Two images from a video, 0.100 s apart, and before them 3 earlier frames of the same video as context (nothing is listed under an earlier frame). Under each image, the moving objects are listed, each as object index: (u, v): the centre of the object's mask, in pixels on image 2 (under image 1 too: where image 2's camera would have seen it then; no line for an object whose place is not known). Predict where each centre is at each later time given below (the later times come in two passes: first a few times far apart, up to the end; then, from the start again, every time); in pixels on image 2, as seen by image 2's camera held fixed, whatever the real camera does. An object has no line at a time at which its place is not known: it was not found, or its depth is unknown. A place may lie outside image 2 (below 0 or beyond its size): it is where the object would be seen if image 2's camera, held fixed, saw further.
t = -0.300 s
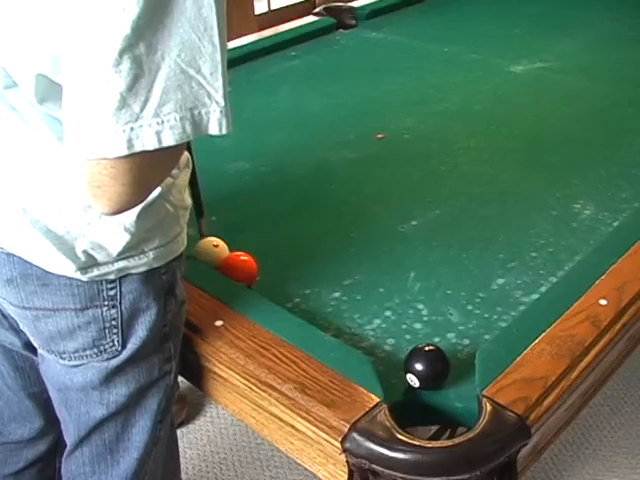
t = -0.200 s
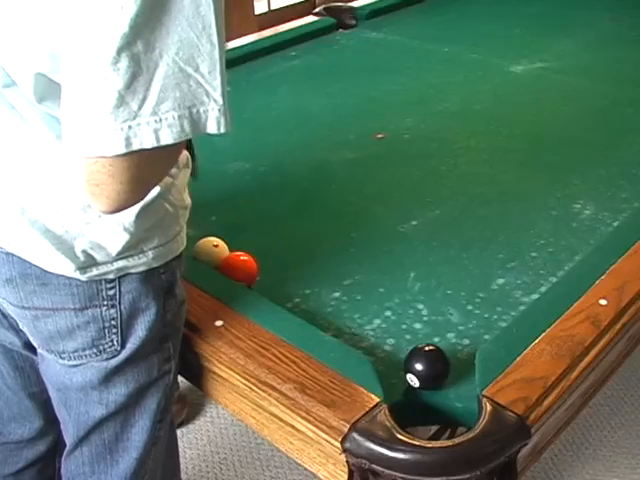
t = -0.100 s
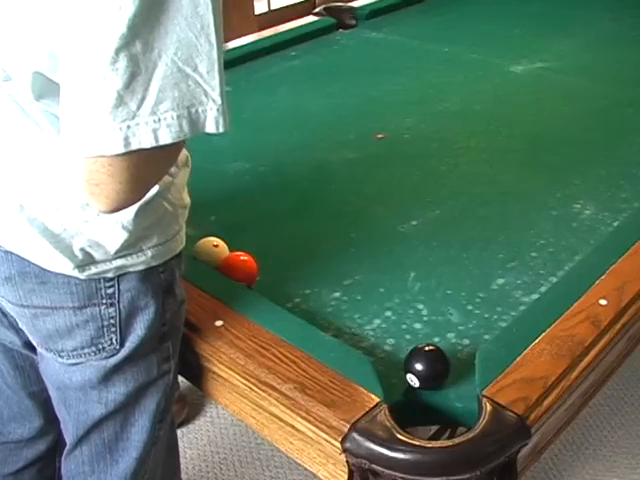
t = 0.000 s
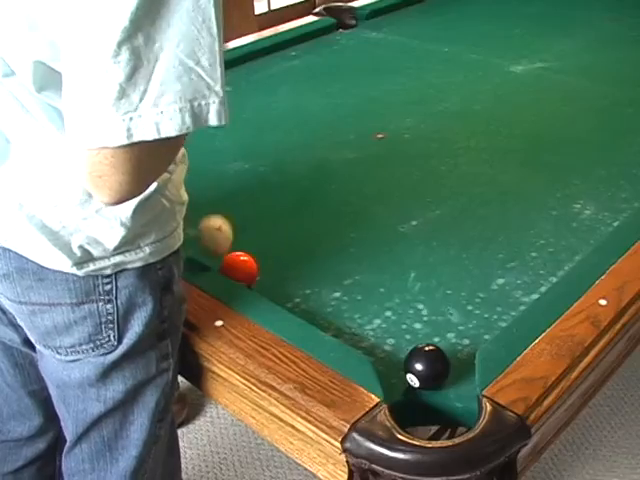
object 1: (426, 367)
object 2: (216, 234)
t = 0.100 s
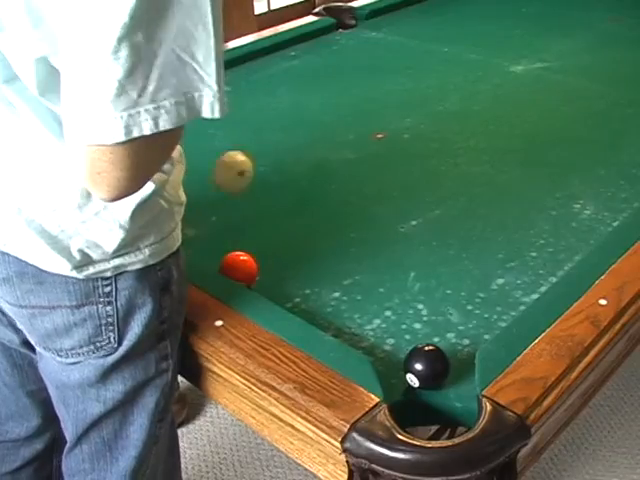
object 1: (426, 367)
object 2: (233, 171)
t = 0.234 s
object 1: (426, 367)
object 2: (272, 182)
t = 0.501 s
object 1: (426, 367)
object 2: (345, 296)
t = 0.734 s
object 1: (440, 373)
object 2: (386, 348)
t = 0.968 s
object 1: (438, 409)
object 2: (396, 362)
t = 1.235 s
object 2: (404, 373)
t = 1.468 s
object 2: (407, 380)
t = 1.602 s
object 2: (410, 397)
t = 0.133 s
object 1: (426, 367)
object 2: (243, 162)
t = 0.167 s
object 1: (426, 367)
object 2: (252, 161)
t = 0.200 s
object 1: (426, 367)
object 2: (261, 168)
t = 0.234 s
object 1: (426, 367)
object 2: (272, 182)
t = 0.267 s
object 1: (426, 367)
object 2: (284, 204)
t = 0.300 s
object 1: (426, 367)
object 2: (297, 233)
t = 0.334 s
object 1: (426, 367)
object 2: (309, 268)
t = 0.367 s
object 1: (426, 367)
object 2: (321, 299)
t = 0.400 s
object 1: (426, 367)
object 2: (327, 288)
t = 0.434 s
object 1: (426, 367)
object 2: (332, 284)
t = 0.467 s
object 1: (426, 367)
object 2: (338, 287)
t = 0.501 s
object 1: (426, 367)
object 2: (345, 296)
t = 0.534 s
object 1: (426, 367)
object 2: (352, 314)
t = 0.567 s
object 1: (426, 367)
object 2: (360, 328)
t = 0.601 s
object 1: (426, 367)
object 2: (368, 328)
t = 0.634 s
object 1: (427, 367)
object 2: (376, 334)
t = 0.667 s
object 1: (427, 367)
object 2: (386, 346)
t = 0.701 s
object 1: (432, 369)
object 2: (386, 345)
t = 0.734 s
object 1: (440, 373)
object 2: (386, 348)
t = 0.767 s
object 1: (446, 375)
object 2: (388, 350)
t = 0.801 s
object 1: (452, 378)
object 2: (389, 353)
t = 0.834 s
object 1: (450, 381)
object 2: (390, 355)
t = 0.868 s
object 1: (448, 384)
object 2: (392, 357)
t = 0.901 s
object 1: (446, 390)
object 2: (394, 358)
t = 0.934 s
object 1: (444, 397)
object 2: (395, 360)
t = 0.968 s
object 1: (438, 409)
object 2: (396, 362)
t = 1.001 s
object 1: (439, 423)
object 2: (398, 363)
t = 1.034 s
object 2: (399, 365)
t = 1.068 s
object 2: (400, 367)
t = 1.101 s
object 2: (401, 368)
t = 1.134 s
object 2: (402, 369)
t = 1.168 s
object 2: (403, 371)
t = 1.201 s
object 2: (404, 372)
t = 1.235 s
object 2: (404, 373)
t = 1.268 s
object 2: (405, 374)
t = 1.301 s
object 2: (405, 375)
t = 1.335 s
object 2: (406, 376)
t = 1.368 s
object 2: (406, 377)
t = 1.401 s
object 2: (406, 378)
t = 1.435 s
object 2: (406, 379)
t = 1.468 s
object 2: (407, 380)
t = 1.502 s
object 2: (407, 382)
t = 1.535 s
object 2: (408, 384)
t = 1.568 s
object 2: (409, 389)
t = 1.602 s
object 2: (410, 397)
